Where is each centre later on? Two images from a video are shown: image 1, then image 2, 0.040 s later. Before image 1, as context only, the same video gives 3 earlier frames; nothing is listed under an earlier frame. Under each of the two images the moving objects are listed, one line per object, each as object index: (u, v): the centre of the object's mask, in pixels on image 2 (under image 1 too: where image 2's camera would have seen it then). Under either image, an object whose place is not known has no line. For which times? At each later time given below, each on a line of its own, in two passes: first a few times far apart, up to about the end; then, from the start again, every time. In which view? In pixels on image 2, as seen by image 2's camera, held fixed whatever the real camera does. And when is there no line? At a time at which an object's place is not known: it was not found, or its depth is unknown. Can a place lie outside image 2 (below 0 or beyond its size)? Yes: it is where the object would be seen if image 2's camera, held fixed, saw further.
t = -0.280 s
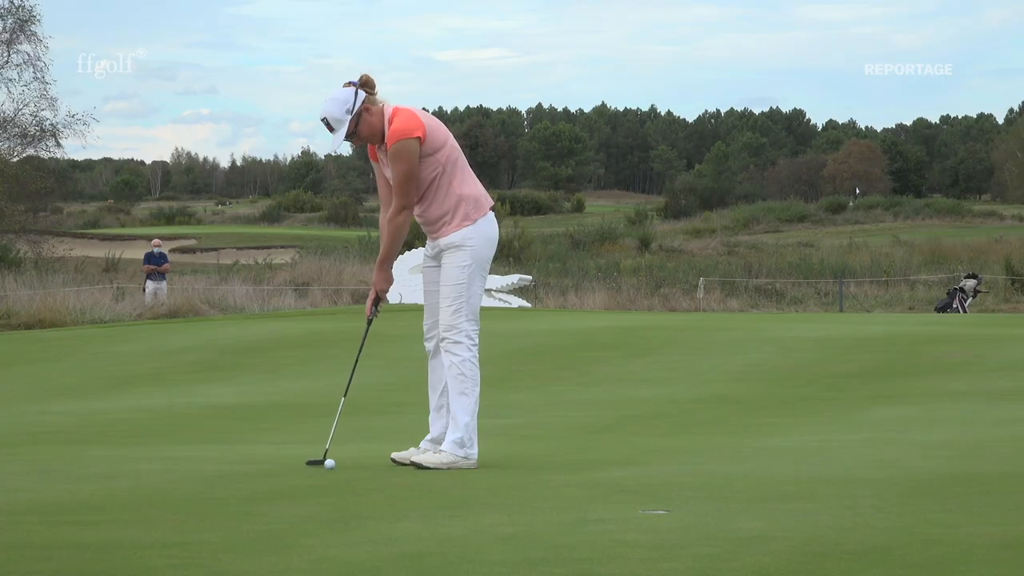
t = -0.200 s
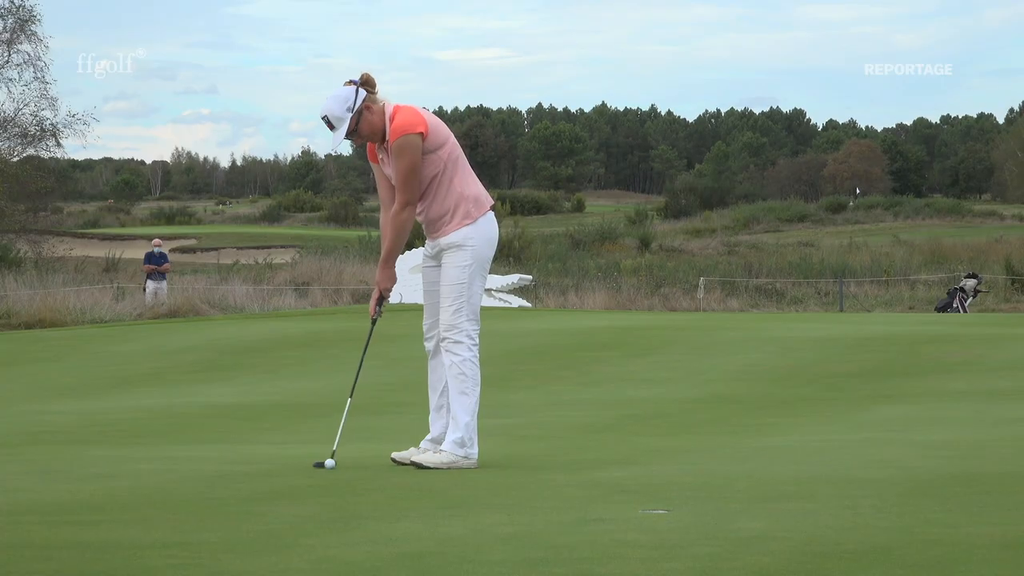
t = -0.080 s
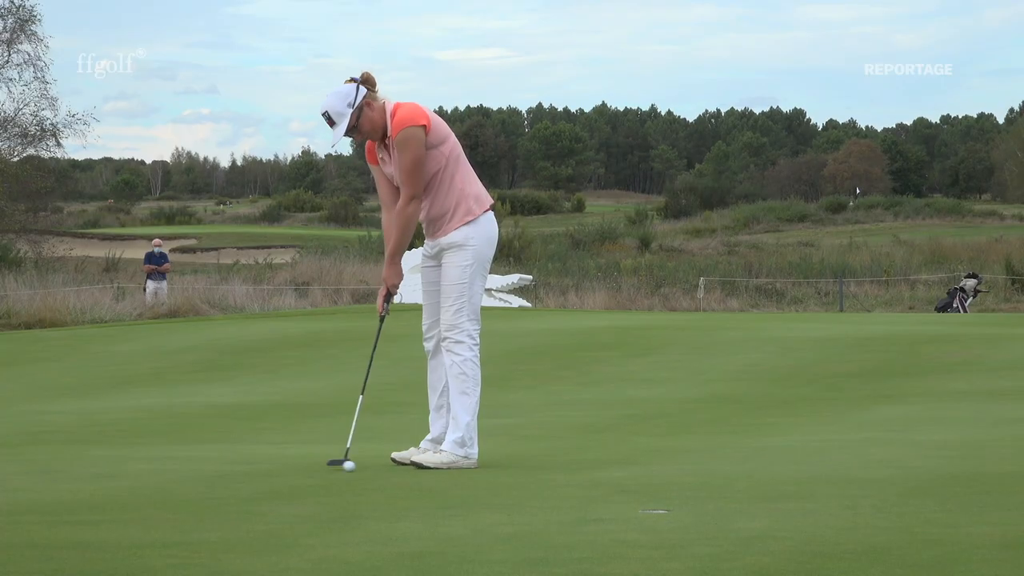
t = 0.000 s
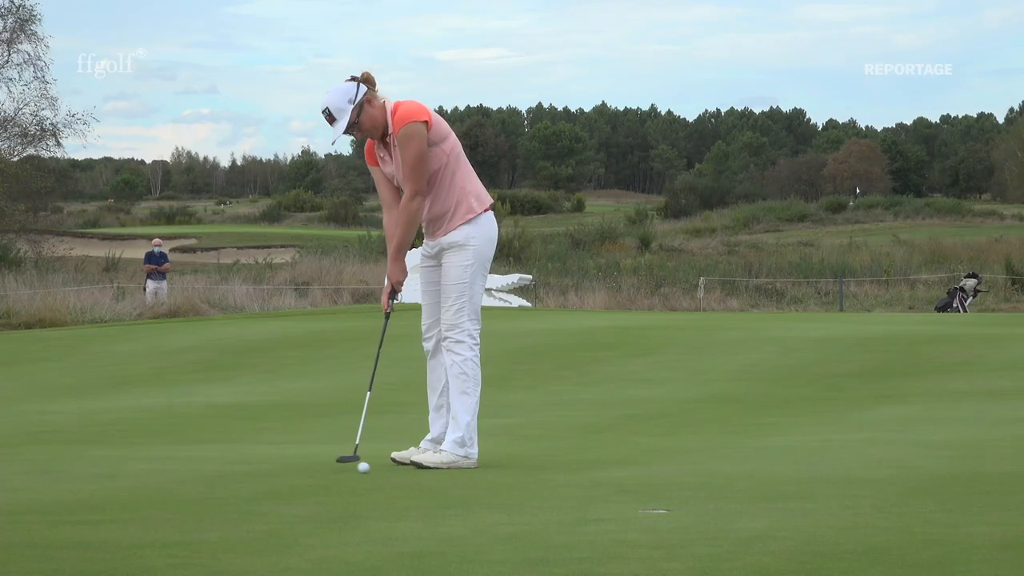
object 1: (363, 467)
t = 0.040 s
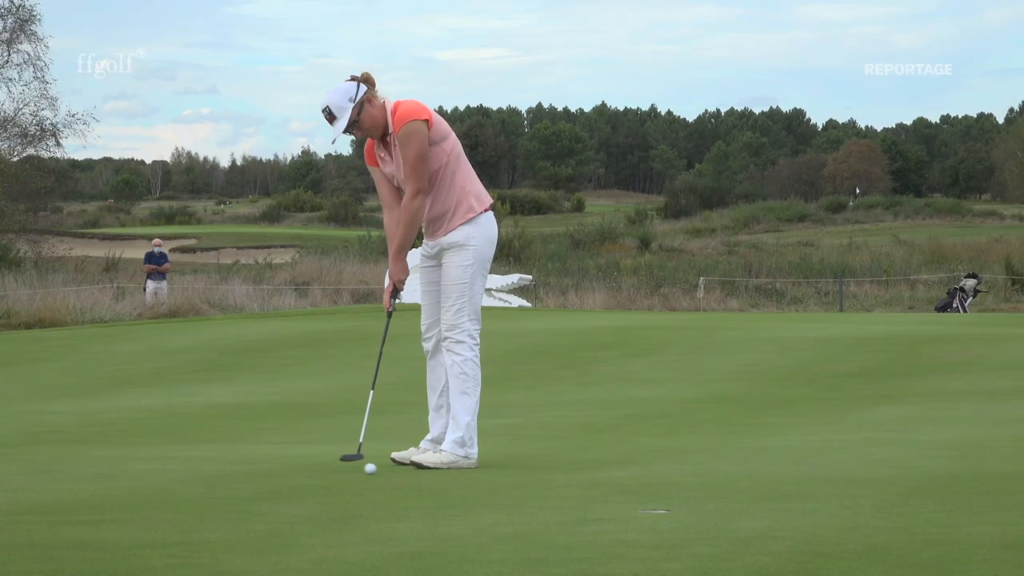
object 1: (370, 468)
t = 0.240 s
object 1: (404, 474)
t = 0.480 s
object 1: (448, 479)
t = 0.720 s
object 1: (495, 486)
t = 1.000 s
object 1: (550, 493)
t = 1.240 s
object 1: (598, 501)
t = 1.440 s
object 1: (638, 506)
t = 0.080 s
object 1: (377, 470)
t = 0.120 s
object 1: (383, 471)
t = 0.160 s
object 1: (389, 472)
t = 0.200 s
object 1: (397, 473)
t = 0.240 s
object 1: (404, 474)
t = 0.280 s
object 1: (411, 475)
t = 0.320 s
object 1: (418, 476)
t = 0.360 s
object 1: (425, 477)
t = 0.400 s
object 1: (432, 478)
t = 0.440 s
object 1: (440, 479)
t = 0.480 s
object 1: (448, 479)
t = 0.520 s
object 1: (456, 480)
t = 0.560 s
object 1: (463, 482)
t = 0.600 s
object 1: (471, 483)
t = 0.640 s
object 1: (479, 484)
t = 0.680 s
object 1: (486, 485)
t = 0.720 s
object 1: (495, 486)
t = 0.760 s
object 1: (503, 487)
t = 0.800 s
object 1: (511, 488)
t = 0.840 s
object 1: (518, 489)
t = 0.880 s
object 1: (526, 491)
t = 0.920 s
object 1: (533, 492)
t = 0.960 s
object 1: (542, 493)
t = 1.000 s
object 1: (550, 493)
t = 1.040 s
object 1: (559, 494)
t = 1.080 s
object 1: (566, 496)
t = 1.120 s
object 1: (574, 497)
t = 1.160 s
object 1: (583, 498)
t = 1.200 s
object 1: (590, 500)
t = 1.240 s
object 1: (598, 501)
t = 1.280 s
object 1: (606, 501)
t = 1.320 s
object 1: (614, 502)
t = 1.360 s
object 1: (622, 503)
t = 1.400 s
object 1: (630, 505)
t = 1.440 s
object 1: (638, 506)
